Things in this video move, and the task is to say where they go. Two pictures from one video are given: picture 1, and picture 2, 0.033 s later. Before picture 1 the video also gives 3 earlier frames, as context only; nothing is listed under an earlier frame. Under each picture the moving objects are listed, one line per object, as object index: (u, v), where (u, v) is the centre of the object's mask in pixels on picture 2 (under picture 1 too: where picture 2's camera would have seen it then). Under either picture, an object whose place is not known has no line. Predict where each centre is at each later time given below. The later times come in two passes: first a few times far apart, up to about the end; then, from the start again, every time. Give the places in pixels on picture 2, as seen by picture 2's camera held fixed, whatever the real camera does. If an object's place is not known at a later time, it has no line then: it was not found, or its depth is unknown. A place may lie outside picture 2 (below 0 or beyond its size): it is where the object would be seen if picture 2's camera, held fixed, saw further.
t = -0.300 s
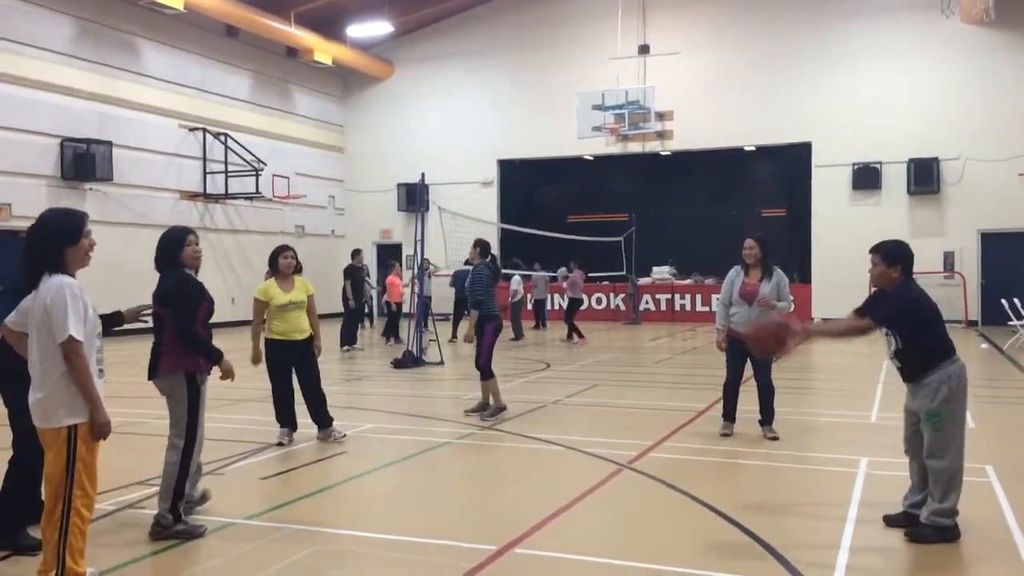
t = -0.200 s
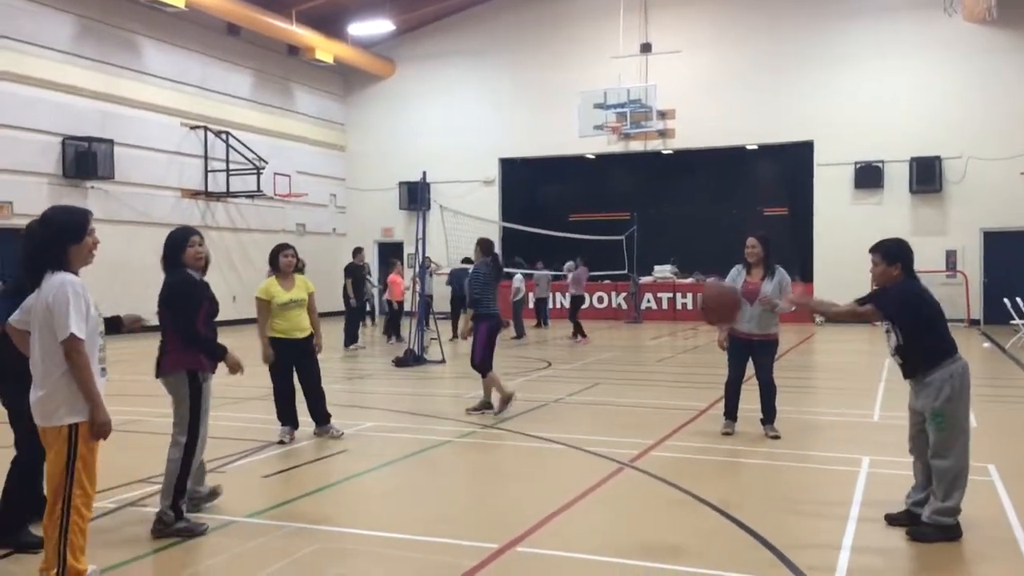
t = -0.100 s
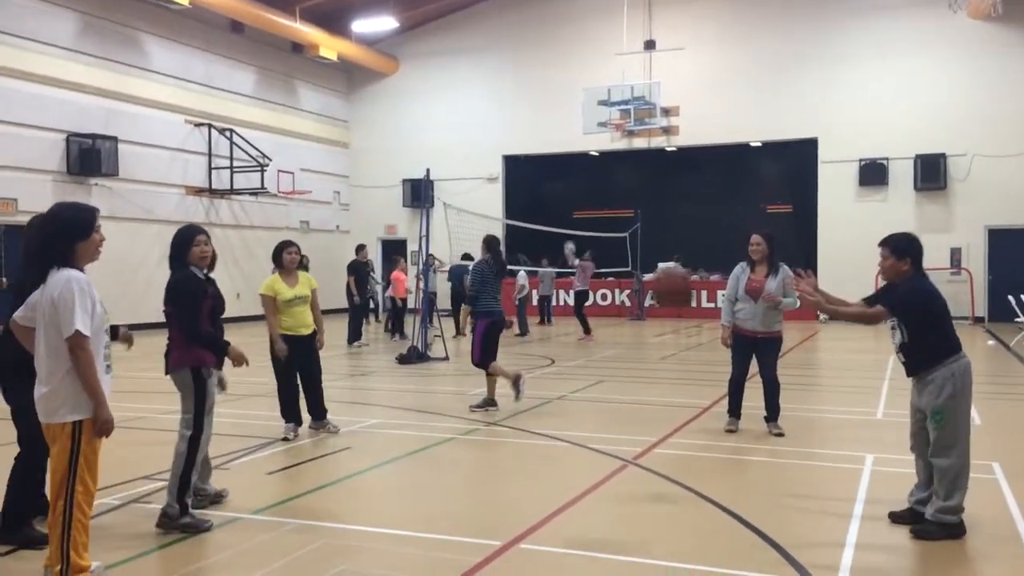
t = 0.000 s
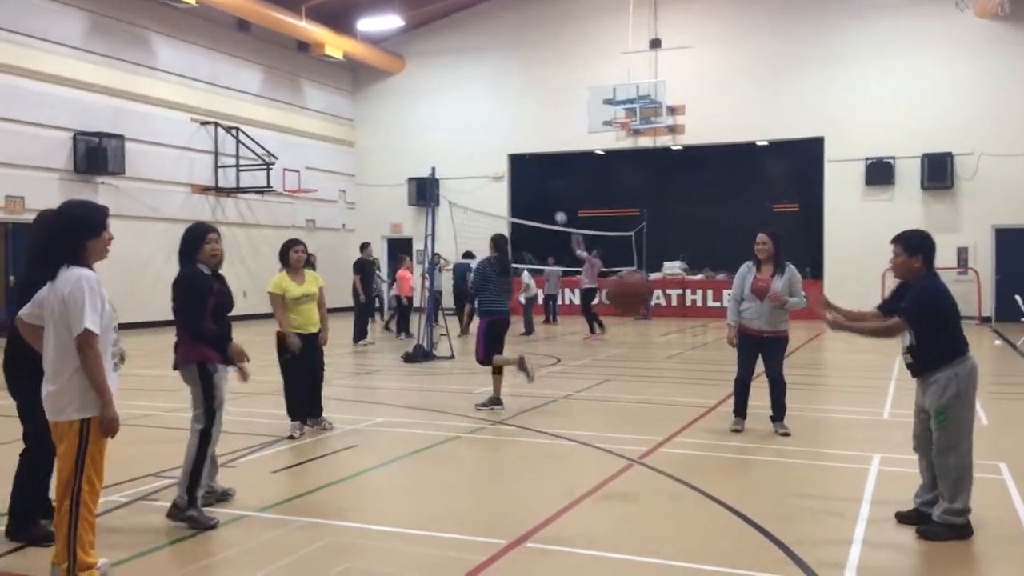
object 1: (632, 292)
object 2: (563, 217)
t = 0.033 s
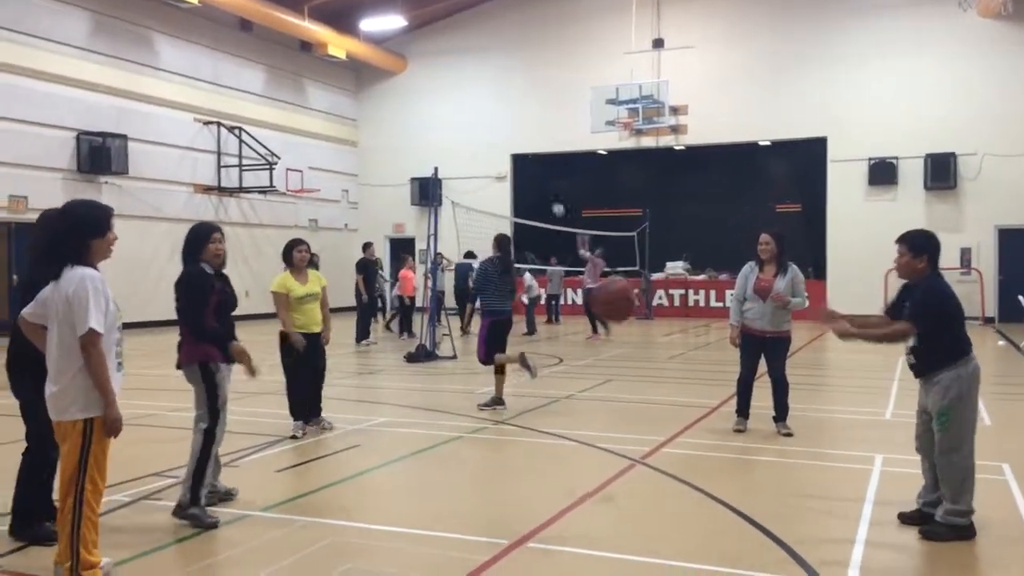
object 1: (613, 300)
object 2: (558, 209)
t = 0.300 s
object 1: (484, 423)
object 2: (519, 164)
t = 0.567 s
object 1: (394, 399)
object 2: (481, 158)
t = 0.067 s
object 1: (597, 308)
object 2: (553, 201)
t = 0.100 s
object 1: (582, 319)
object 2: (549, 193)
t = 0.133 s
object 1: (565, 330)
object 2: (544, 187)
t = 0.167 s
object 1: (548, 346)
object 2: (539, 181)
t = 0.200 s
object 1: (532, 363)
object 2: (534, 176)
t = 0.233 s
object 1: (518, 380)
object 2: (529, 171)
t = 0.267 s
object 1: (501, 400)
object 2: (524, 167)
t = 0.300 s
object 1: (484, 423)
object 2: (519, 164)
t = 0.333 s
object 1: (469, 447)
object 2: (515, 160)
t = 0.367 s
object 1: (454, 473)
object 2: (509, 159)
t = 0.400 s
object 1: (441, 484)
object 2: (505, 157)
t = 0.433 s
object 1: (432, 462)
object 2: (500, 156)
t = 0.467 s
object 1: (423, 444)
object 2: (495, 156)
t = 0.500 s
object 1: (413, 427)
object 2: (491, 156)
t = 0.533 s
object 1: (403, 412)
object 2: (486, 157)
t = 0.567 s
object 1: (394, 399)
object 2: (481, 158)
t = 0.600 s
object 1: (386, 389)
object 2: (476, 161)
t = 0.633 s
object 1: (376, 380)
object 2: (471, 164)
